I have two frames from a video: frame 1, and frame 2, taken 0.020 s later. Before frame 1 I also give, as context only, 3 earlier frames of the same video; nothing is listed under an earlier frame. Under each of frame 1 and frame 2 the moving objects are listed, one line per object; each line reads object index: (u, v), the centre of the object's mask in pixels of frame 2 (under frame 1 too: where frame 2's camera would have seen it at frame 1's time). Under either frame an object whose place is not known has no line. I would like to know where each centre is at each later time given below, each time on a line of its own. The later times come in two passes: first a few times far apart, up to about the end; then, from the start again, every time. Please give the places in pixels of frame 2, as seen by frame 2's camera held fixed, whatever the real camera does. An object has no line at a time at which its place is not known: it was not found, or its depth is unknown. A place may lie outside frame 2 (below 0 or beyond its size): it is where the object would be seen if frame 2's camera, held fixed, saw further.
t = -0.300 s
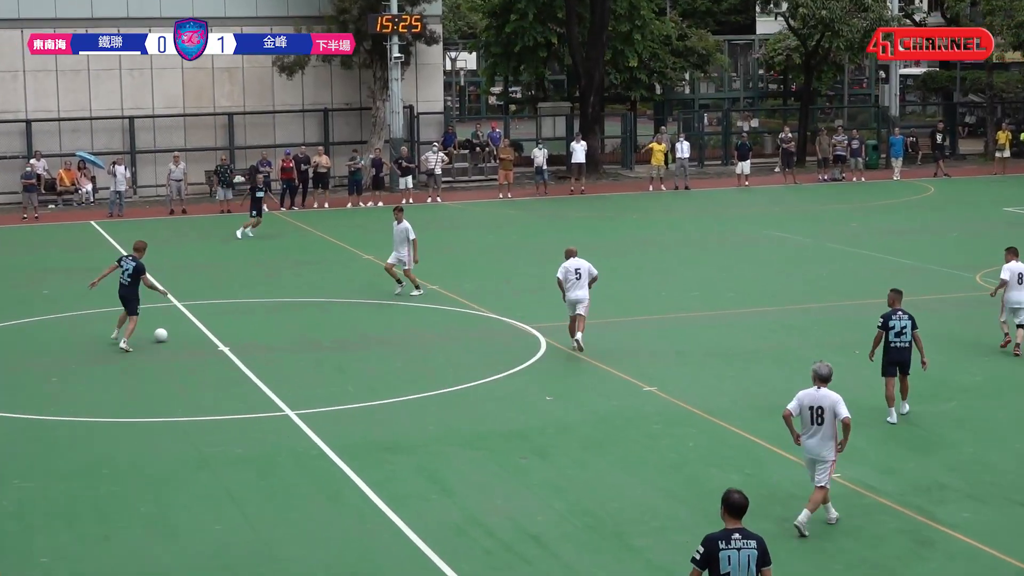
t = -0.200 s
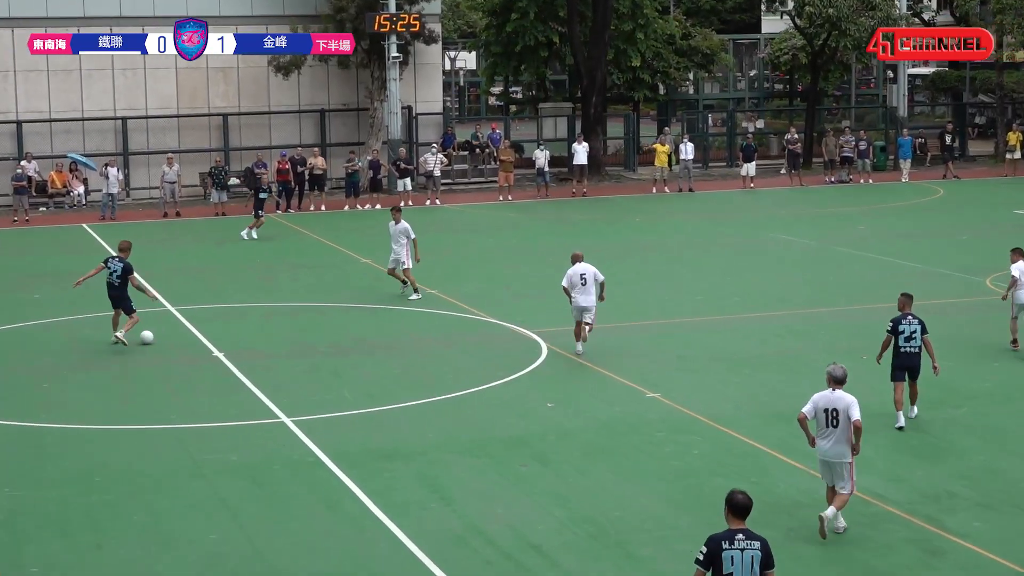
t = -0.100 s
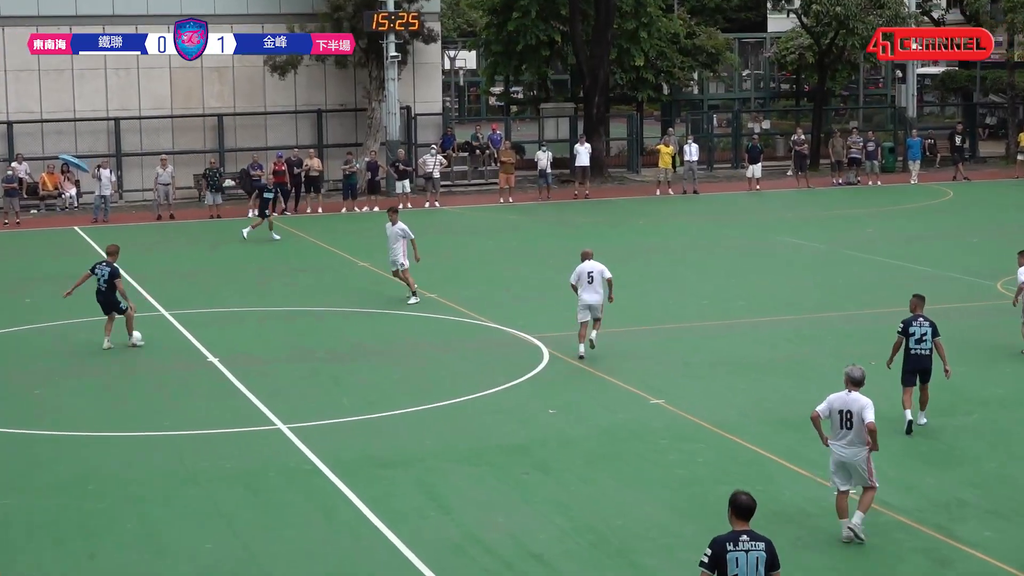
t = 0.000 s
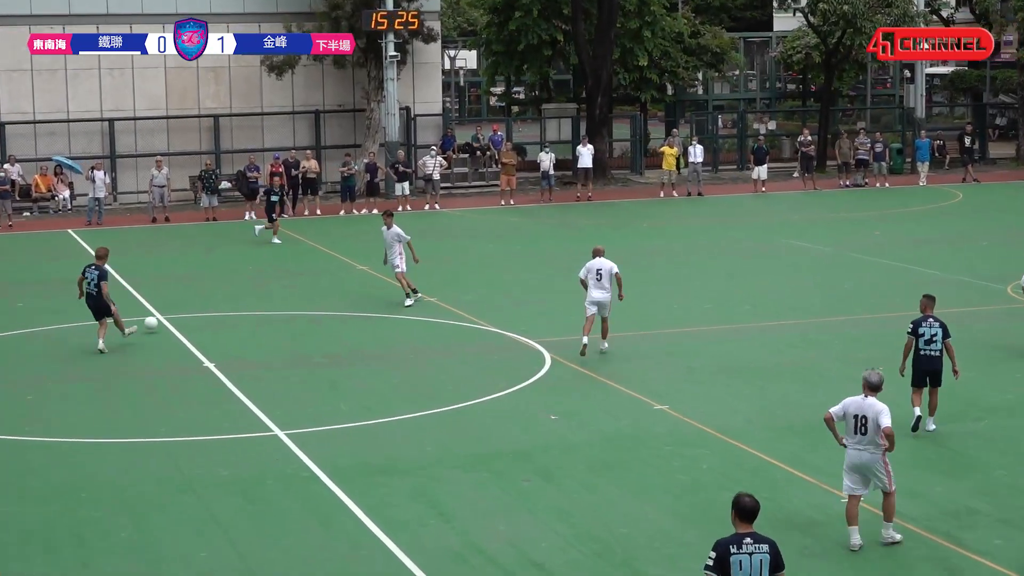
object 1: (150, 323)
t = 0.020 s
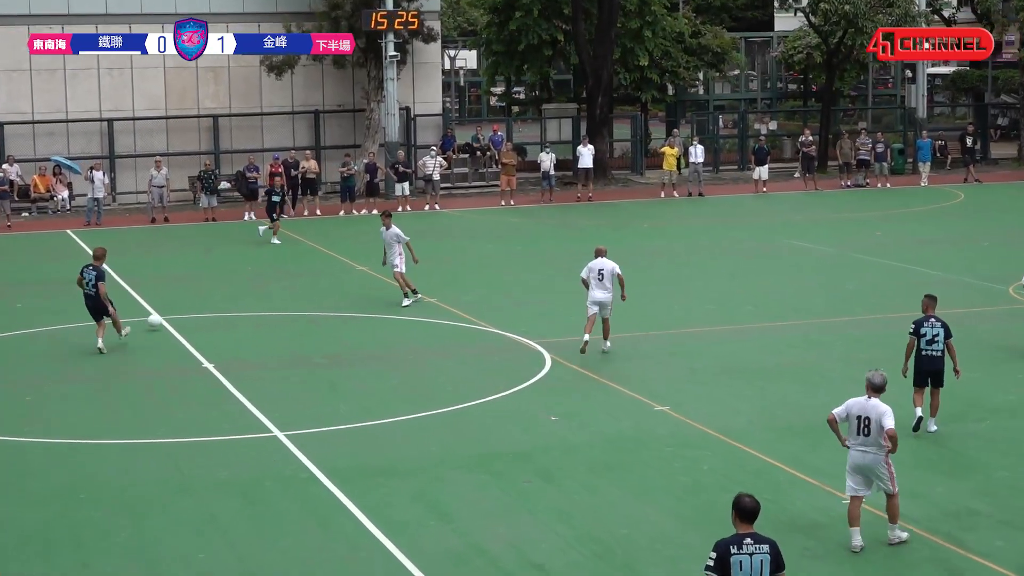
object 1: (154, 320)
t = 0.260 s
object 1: (188, 294)
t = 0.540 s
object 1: (215, 271)
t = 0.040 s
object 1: (157, 318)
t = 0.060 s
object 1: (161, 316)
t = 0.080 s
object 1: (164, 314)
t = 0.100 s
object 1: (167, 312)
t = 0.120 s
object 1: (170, 311)
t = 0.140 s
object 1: (173, 308)
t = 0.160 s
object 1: (175, 305)
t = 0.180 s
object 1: (178, 302)
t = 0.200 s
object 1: (181, 300)
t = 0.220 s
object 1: (183, 298)
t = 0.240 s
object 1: (185, 296)
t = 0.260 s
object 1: (188, 294)
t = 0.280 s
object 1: (190, 293)
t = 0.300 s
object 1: (192, 291)
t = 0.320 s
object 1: (194, 290)
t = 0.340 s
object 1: (196, 288)
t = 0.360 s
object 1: (198, 285)
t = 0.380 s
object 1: (201, 283)
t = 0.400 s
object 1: (202, 282)
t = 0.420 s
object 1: (204, 280)
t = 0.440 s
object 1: (206, 279)
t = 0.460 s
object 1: (208, 277)
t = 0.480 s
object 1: (210, 276)
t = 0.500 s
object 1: (212, 274)
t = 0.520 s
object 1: (214, 273)
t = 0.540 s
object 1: (215, 271)
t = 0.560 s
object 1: (217, 270)
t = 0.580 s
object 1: (218, 268)
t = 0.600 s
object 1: (220, 266)
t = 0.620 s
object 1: (221, 265)
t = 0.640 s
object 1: (223, 264)
